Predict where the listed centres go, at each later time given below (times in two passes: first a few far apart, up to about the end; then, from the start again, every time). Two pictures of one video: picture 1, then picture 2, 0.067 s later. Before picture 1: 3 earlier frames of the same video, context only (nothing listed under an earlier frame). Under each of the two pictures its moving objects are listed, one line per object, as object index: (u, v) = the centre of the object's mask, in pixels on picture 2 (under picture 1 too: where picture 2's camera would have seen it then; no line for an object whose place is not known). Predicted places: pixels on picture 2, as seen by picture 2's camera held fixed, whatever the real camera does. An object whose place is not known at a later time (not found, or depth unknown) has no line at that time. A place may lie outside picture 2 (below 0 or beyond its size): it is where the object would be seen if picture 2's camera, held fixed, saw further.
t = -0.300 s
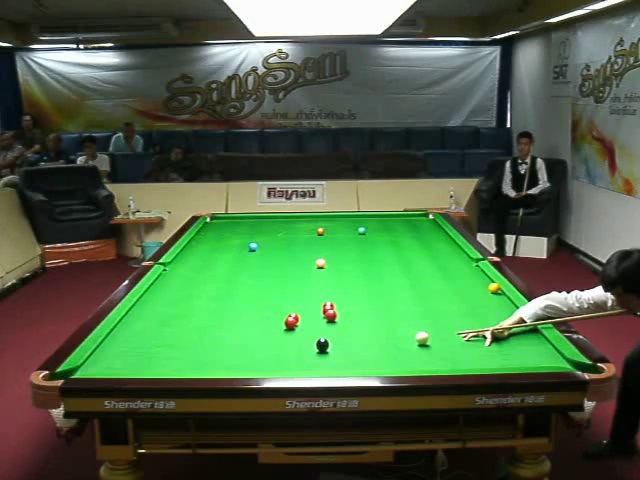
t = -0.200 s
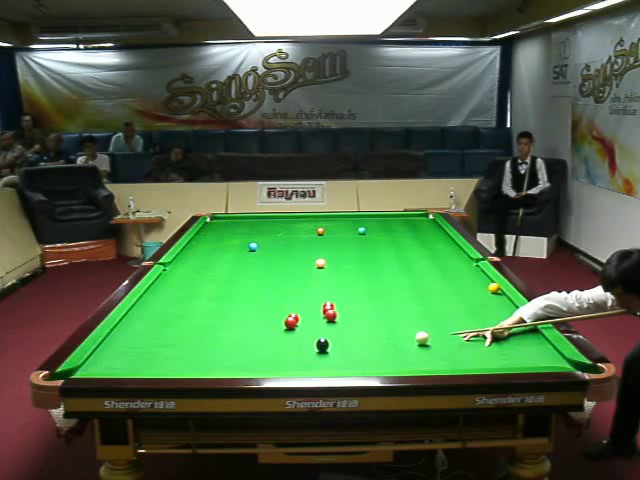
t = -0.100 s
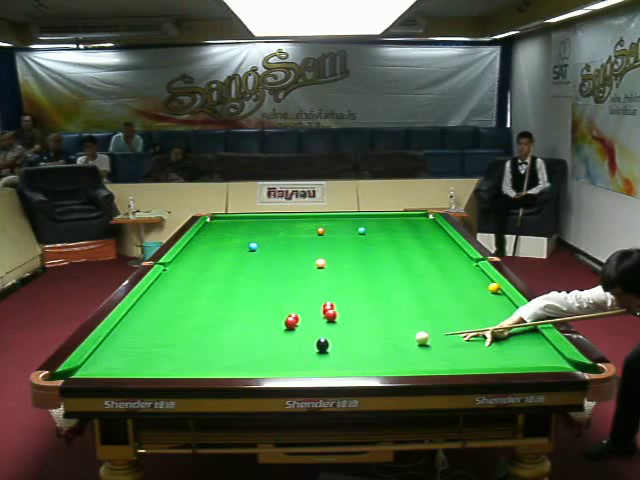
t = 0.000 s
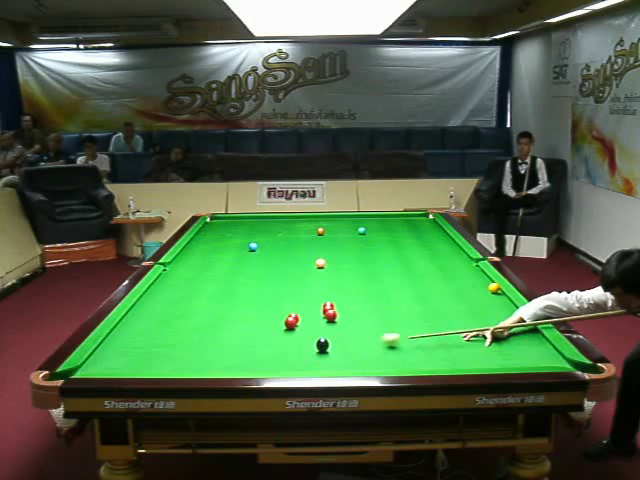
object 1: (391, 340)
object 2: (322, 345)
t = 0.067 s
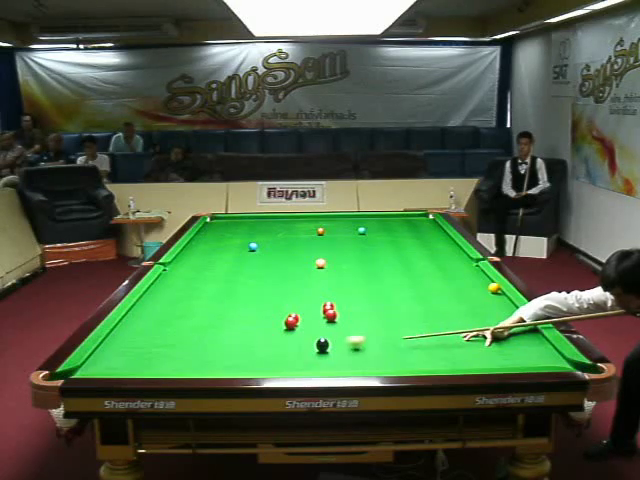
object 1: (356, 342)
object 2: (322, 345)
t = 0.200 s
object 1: (329, 341)
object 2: (282, 350)
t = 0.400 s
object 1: (302, 338)
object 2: (211, 359)
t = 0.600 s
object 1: (273, 335)
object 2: (145, 365)
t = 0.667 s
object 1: (264, 334)
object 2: (122, 366)
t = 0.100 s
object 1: (340, 342)
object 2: (322, 345)
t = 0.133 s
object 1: (333, 342)
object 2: (310, 347)
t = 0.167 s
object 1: (331, 342)
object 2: (296, 348)
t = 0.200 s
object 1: (329, 341)
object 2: (282, 350)
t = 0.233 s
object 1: (326, 340)
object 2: (269, 352)
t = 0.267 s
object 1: (321, 340)
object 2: (256, 353)
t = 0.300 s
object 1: (316, 339)
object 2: (244, 355)
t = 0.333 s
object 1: (311, 339)
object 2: (233, 356)
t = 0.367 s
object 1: (307, 338)
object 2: (222, 358)
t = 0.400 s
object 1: (302, 338)
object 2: (211, 359)
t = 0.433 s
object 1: (297, 338)
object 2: (200, 360)
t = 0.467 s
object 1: (292, 337)
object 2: (189, 361)
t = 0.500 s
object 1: (287, 337)
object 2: (178, 363)
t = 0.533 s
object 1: (282, 336)
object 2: (167, 363)
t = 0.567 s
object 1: (278, 335)
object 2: (156, 364)
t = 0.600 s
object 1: (273, 335)
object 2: (145, 365)
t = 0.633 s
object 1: (268, 334)
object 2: (134, 366)
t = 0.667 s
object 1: (264, 334)
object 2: (122, 366)
